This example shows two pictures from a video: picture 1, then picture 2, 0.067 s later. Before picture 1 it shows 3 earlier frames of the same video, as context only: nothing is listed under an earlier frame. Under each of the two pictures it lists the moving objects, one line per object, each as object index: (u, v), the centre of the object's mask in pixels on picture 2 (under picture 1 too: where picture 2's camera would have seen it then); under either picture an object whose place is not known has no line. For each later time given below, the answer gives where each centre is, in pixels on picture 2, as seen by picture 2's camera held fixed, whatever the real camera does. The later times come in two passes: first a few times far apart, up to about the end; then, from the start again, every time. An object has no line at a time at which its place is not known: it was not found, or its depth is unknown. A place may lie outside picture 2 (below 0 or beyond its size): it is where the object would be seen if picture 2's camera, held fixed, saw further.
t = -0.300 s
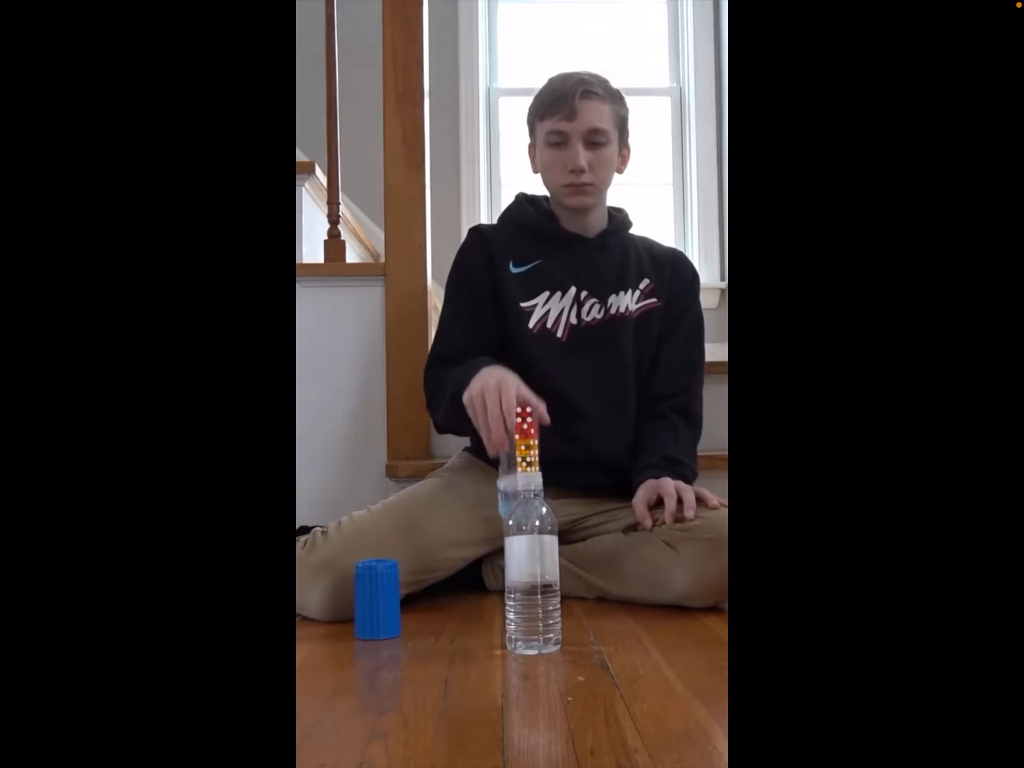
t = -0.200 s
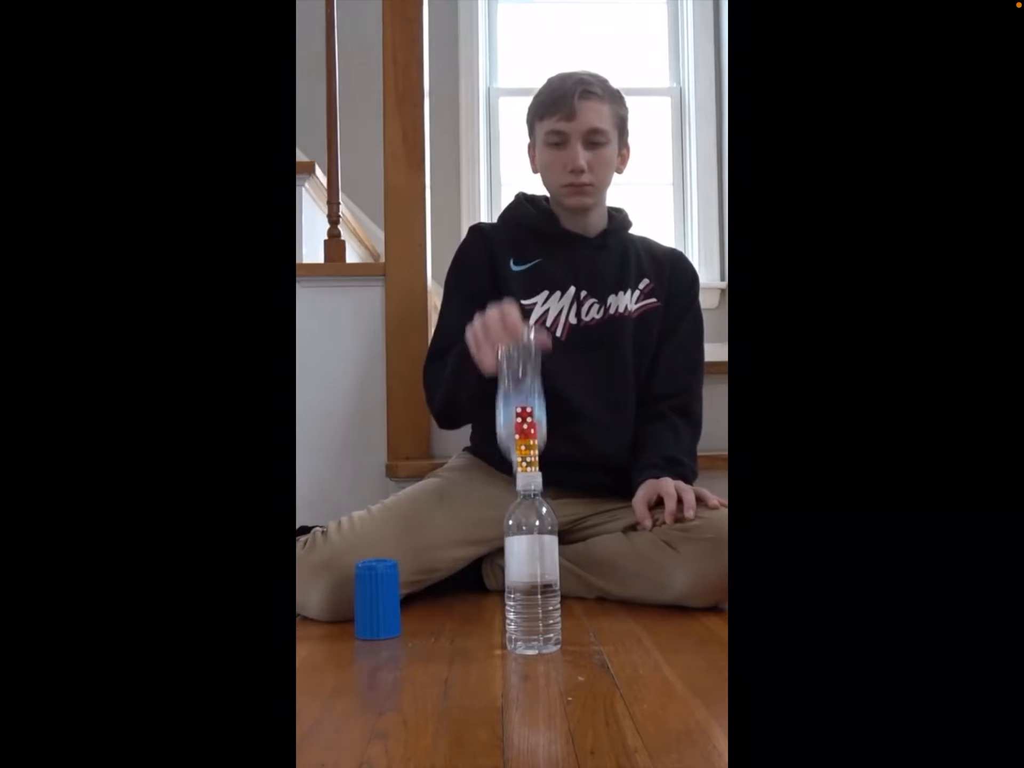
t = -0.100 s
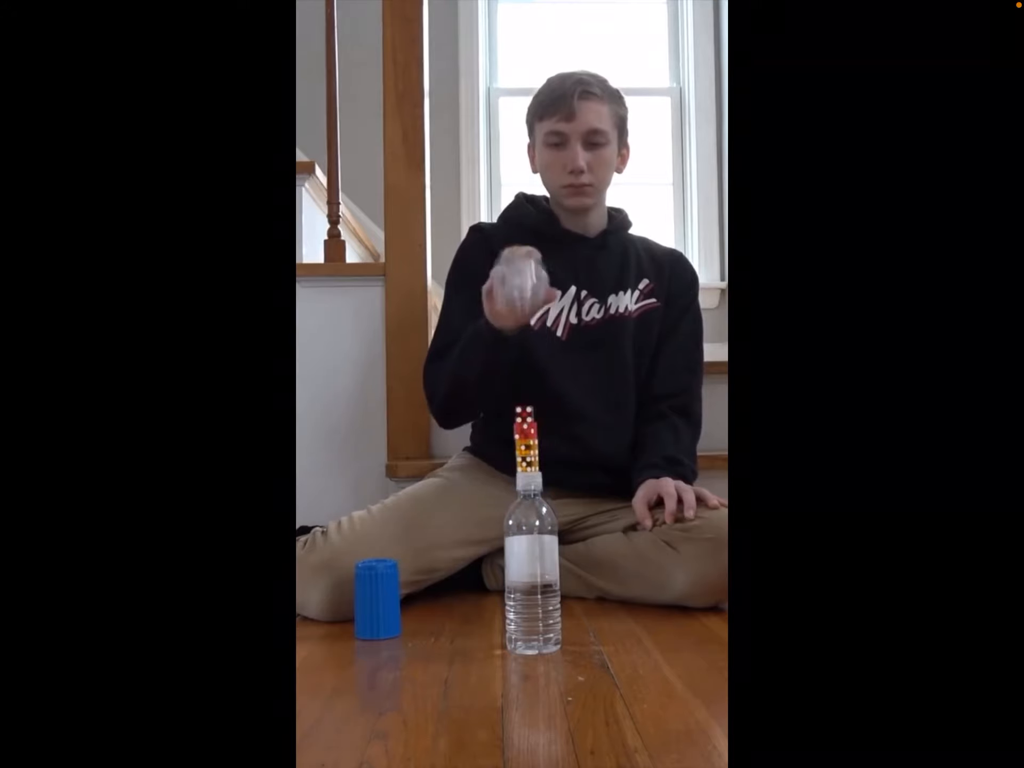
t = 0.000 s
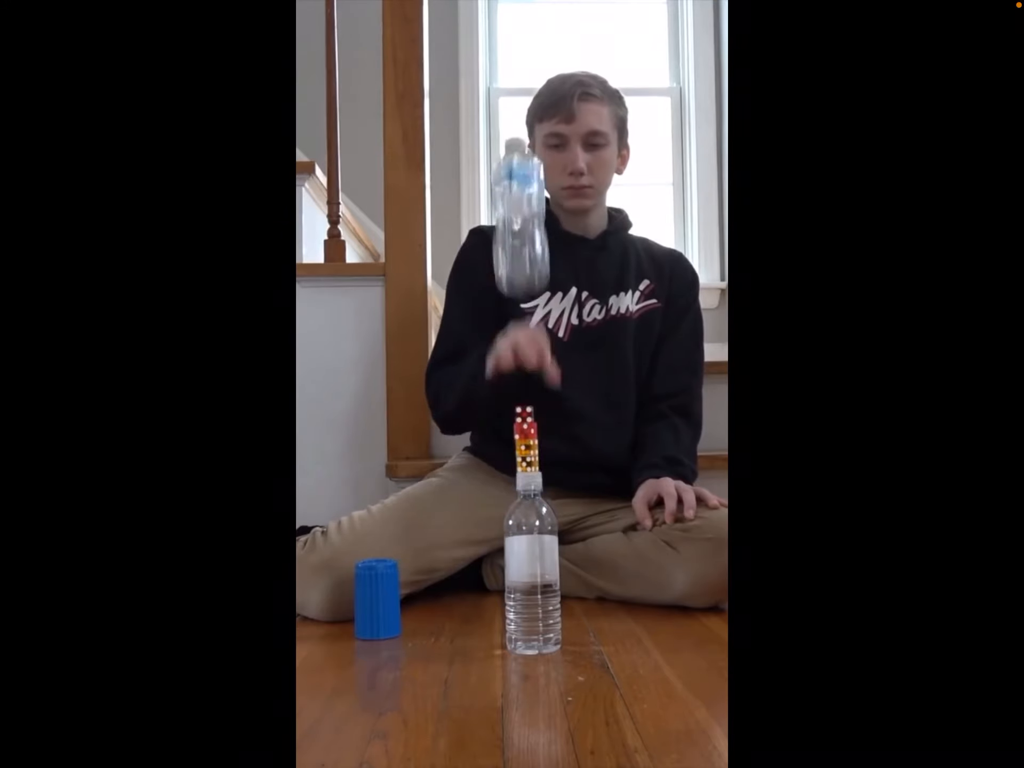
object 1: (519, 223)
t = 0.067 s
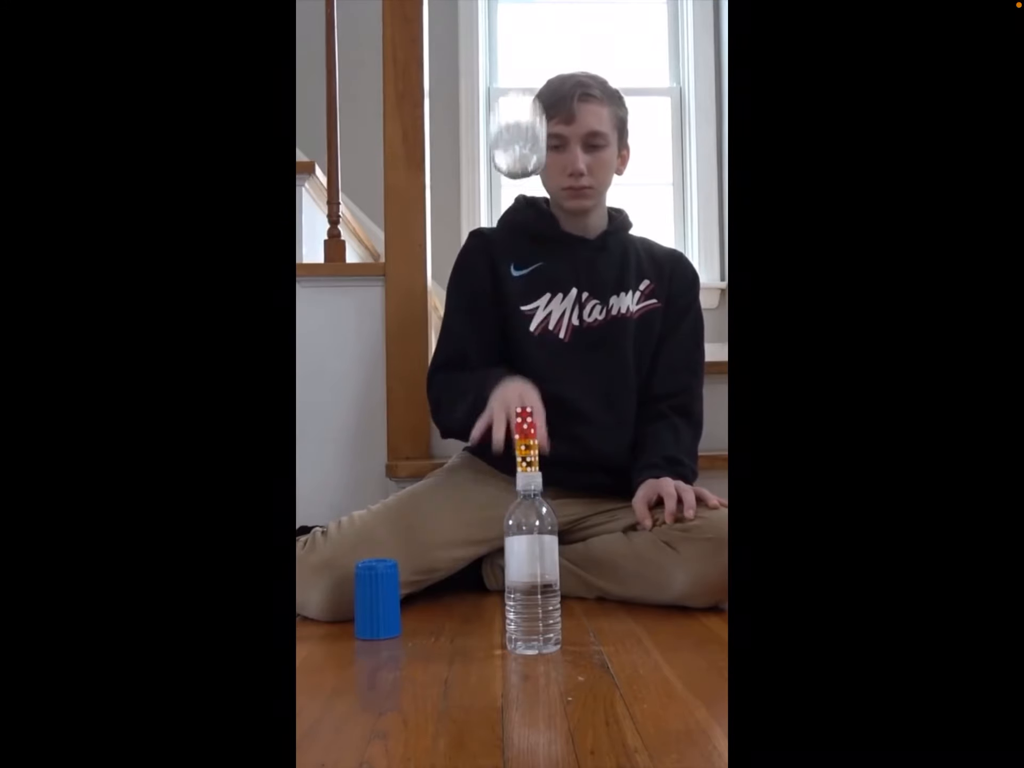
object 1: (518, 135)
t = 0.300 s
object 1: (522, 306)
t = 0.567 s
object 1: (524, 311)
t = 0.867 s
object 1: (519, 311)
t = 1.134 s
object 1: (519, 311)
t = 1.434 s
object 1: (521, 311)
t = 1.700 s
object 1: (520, 311)
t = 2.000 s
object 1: (520, 311)
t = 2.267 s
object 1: (520, 311)
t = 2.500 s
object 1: (521, 311)
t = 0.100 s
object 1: (518, 123)
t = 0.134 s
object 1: (517, 135)
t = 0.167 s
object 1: (517, 152)
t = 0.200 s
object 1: (518, 174)
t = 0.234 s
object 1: (521, 216)
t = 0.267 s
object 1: (522, 267)
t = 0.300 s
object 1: (522, 306)
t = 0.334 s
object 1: (521, 311)
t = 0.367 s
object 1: (520, 311)
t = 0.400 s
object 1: (519, 311)
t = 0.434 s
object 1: (518, 311)
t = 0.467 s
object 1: (518, 311)
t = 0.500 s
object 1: (520, 311)
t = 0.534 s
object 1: (523, 311)
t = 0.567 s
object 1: (524, 311)
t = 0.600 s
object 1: (523, 311)
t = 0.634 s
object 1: (522, 311)
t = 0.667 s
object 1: (520, 311)
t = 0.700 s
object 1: (519, 311)
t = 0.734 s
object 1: (519, 311)
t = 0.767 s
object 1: (519, 311)
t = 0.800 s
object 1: (519, 311)
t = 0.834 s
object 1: (519, 311)
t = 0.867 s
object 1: (519, 311)
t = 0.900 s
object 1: (520, 311)
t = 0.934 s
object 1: (521, 311)
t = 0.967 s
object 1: (521, 311)
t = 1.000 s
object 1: (522, 311)
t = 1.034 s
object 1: (522, 311)
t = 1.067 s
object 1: (521, 311)
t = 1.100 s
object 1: (520, 311)
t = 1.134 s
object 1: (519, 311)
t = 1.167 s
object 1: (519, 311)
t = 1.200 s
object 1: (519, 311)
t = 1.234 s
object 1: (520, 311)
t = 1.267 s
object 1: (520, 311)
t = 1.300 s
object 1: (520, 311)
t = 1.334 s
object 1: (520, 311)
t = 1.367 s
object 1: (521, 311)
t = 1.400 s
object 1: (521, 311)
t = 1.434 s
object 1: (521, 311)
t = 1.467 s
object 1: (520, 311)
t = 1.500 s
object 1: (520, 311)
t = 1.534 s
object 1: (519, 311)
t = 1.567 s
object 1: (520, 311)
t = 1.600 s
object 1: (520, 311)
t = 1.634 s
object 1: (520, 311)
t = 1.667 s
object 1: (520, 311)
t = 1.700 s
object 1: (520, 311)
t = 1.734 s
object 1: (521, 311)
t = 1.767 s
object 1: (521, 311)
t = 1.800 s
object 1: (521, 311)
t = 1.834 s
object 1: (520, 311)
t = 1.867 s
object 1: (520, 311)
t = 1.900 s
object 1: (520, 311)
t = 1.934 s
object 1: (520, 311)
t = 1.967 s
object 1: (520, 311)
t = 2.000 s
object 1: (520, 311)
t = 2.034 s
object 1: (520, 311)
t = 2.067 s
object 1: (520, 311)
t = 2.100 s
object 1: (520, 311)
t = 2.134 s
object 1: (521, 311)
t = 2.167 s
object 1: (521, 311)
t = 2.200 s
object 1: (520, 311)
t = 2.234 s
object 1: (520, 311)
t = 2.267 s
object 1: (520, 311)
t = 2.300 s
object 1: (520, 311)
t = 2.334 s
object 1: (520, 311)
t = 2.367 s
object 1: (520, 311)
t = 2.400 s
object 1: (520, 311)
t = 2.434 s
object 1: (521, 311)
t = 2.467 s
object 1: (521, 311)
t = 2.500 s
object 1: (521, 311)
